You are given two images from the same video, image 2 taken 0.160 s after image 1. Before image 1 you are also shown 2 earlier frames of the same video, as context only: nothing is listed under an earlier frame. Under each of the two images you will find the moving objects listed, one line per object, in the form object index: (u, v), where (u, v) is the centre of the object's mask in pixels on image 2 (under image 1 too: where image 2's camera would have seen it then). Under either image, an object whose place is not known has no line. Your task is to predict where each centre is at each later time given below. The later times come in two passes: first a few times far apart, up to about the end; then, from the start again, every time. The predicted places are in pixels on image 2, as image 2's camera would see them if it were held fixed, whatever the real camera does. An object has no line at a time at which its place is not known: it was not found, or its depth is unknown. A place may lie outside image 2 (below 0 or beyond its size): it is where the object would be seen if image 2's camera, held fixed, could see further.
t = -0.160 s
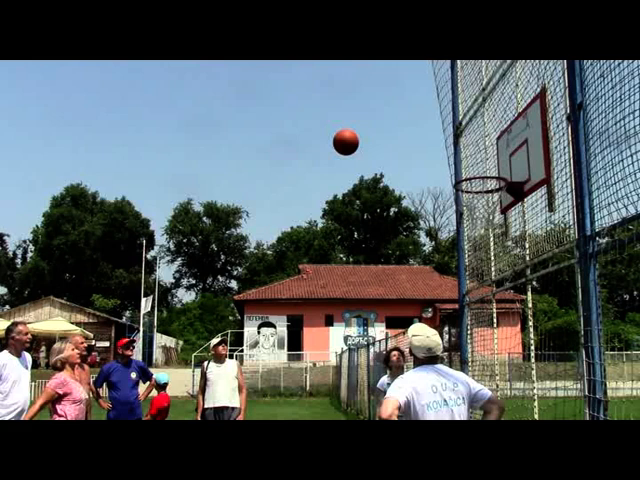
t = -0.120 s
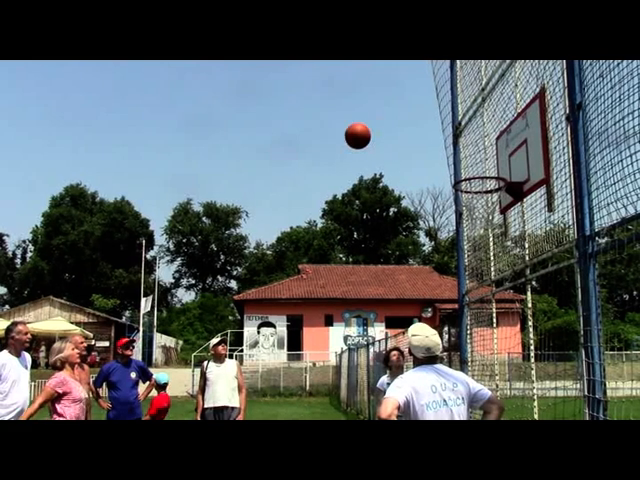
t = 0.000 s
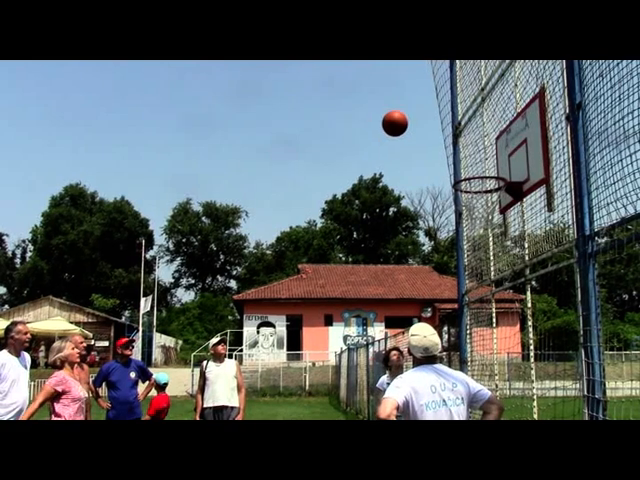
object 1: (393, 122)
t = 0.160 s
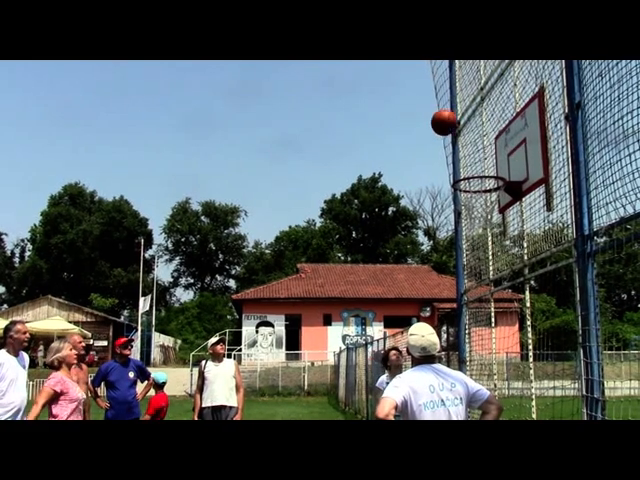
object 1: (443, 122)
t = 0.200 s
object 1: (462, 127)
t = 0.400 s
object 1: (502, 162)
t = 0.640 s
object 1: (466, 172)
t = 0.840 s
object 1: (438, 232)
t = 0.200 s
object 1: (462, 127)
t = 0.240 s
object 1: (481, 134)
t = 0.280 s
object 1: (494, 140)
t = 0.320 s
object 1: (507, 148)
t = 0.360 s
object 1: (516, 155)
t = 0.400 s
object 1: (502, 162)
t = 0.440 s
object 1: (493, 162)
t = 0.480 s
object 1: (489, 161)
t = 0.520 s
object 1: (484, 160)
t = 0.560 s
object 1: (479, 161)
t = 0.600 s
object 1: (474, 164)
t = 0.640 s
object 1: (466, 172)
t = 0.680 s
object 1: (462, 178)
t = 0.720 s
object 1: (457, 185)
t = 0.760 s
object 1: (453, 194)
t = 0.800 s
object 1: (447, 206)
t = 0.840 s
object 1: (438, 232)
